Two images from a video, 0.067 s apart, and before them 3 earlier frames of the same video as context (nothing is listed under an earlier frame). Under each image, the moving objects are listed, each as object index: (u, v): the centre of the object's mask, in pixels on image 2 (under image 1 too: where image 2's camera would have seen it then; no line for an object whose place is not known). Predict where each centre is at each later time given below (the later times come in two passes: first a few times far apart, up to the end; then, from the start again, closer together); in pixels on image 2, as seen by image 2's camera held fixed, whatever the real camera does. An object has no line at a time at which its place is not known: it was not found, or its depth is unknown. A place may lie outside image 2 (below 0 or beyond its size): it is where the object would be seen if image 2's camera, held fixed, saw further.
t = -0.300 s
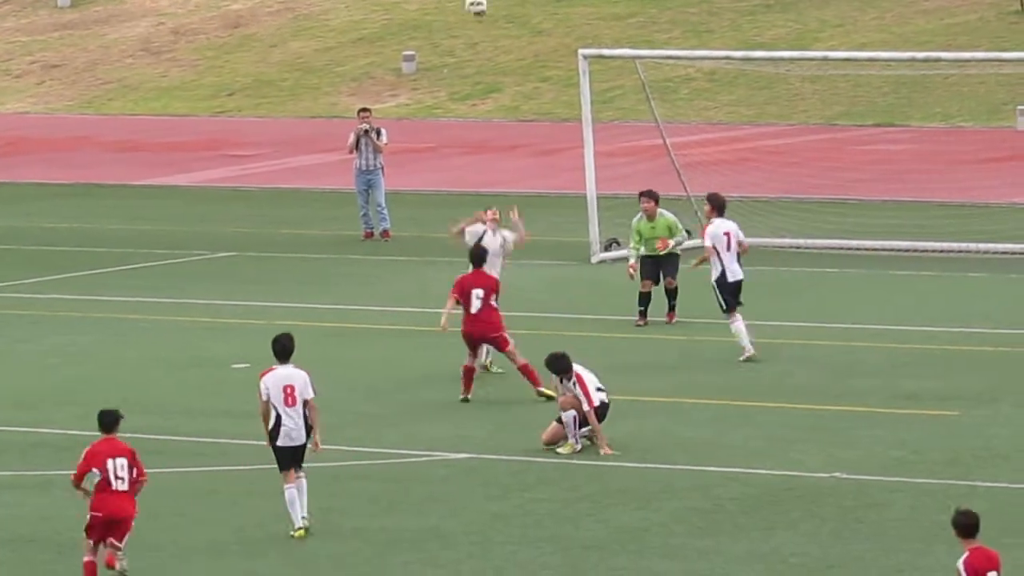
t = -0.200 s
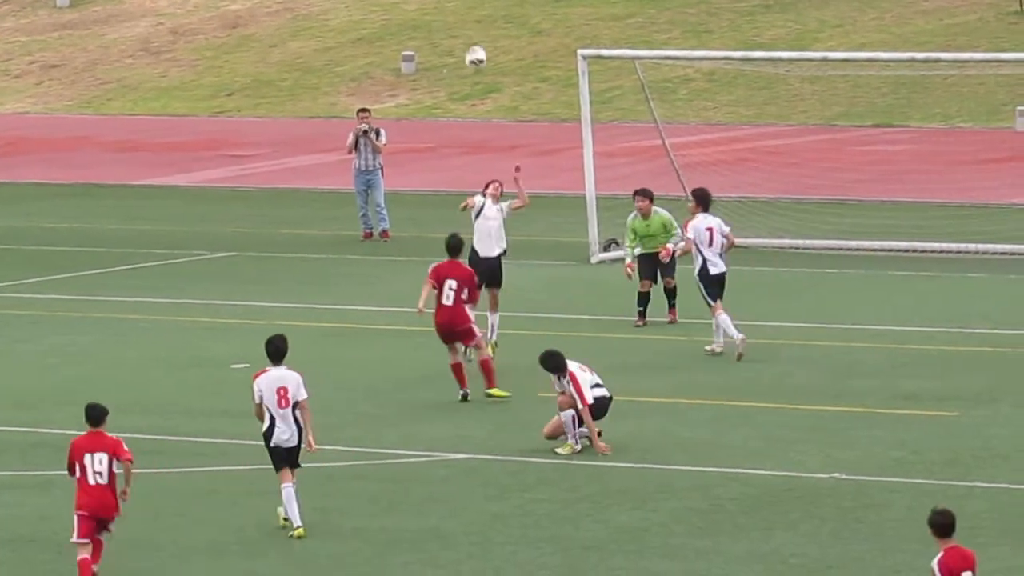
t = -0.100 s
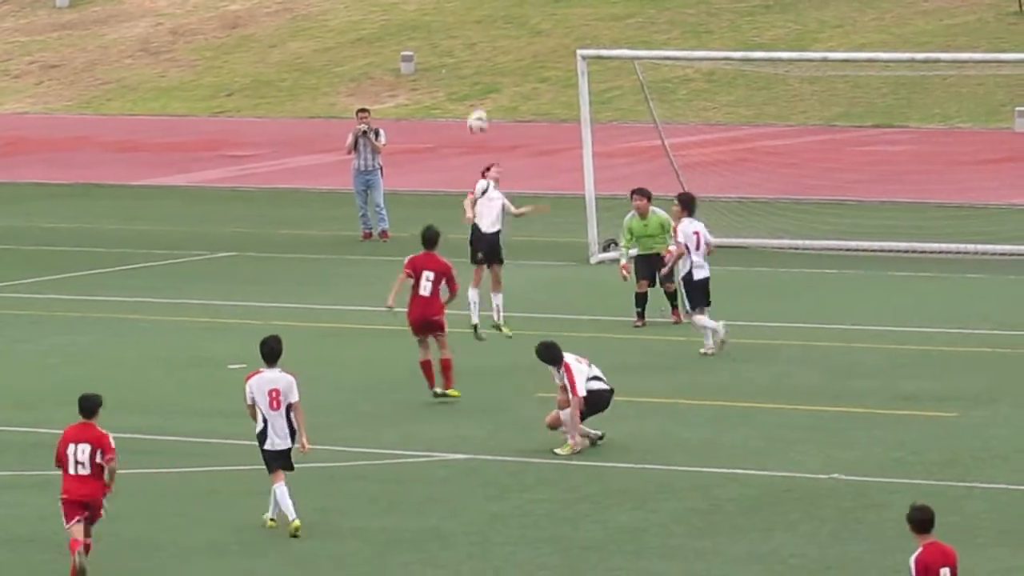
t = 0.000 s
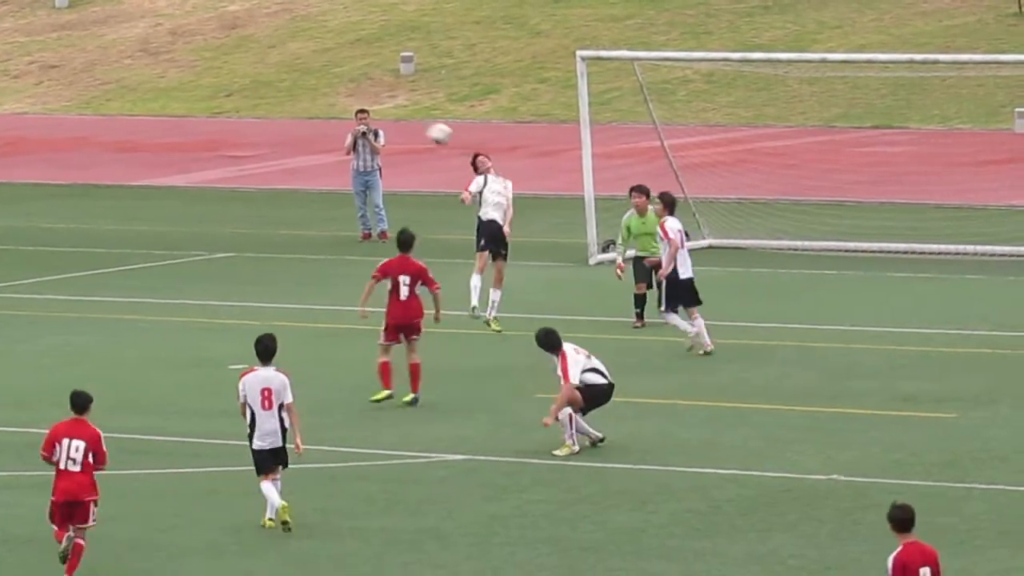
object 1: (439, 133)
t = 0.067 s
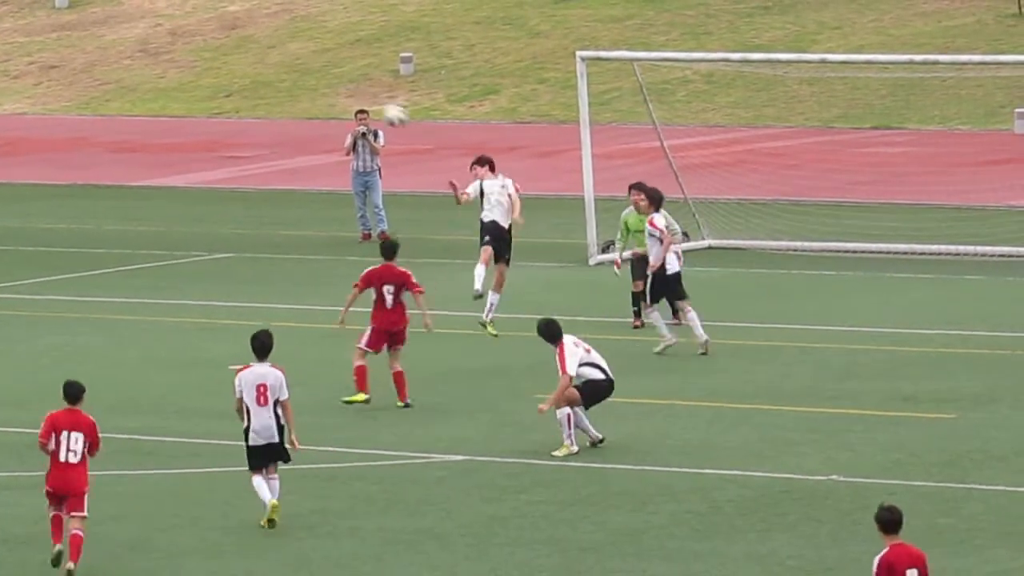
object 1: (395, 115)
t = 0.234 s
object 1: (287, 90)
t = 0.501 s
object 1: (127, 110)
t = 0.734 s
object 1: (2, 184)
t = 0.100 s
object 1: (372, 107)
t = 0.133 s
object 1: (350, 101)
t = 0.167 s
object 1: (329, 97)
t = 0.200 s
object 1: (308, 92)
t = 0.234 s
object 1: (287, 90)
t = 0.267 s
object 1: (266, 88)
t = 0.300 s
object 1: (245, 88)
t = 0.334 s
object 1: (225, 89)
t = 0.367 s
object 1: (205, 91)
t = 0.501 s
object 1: (127, 110)
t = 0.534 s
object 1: (108, 117)
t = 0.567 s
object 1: (89, 126)
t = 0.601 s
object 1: (71, 135)
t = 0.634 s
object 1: (53, 146)
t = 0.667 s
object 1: (36, 158)
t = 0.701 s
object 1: (19, 170)
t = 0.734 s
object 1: (2, 184)
